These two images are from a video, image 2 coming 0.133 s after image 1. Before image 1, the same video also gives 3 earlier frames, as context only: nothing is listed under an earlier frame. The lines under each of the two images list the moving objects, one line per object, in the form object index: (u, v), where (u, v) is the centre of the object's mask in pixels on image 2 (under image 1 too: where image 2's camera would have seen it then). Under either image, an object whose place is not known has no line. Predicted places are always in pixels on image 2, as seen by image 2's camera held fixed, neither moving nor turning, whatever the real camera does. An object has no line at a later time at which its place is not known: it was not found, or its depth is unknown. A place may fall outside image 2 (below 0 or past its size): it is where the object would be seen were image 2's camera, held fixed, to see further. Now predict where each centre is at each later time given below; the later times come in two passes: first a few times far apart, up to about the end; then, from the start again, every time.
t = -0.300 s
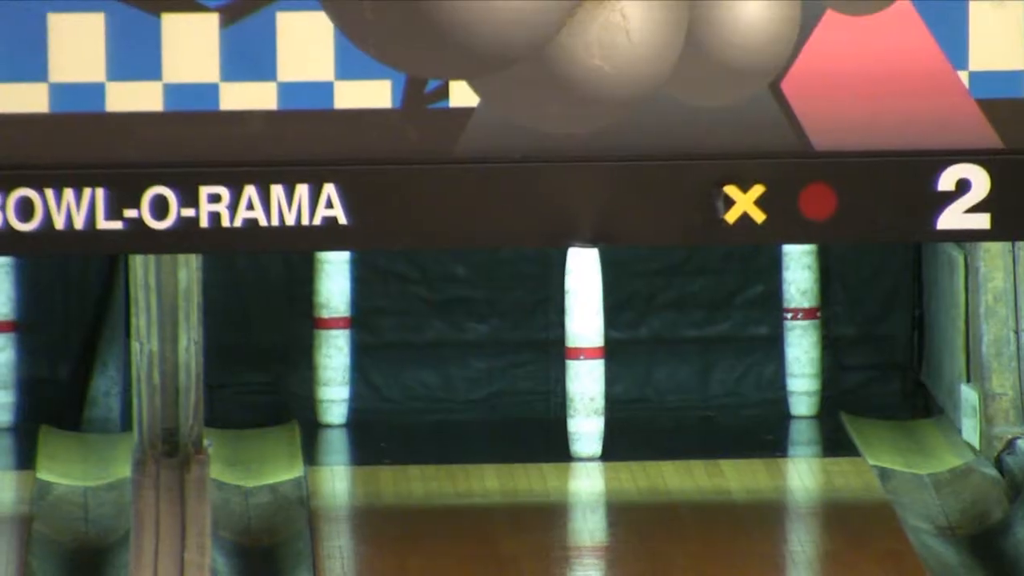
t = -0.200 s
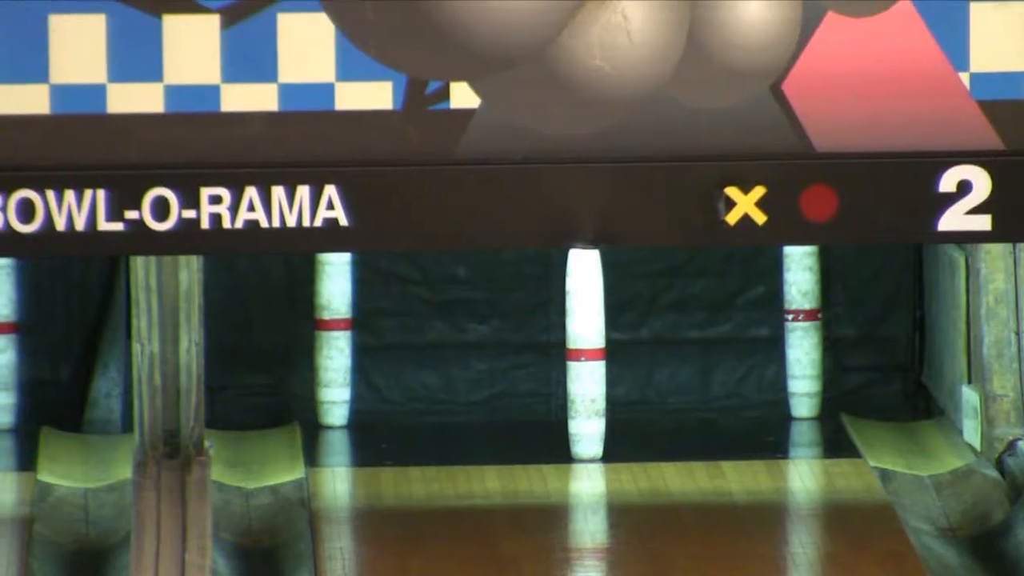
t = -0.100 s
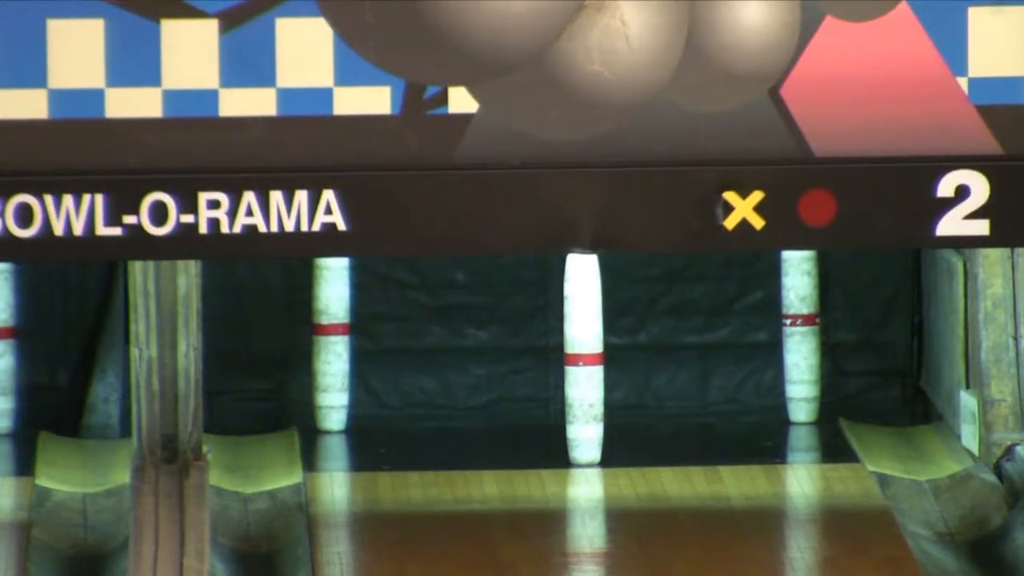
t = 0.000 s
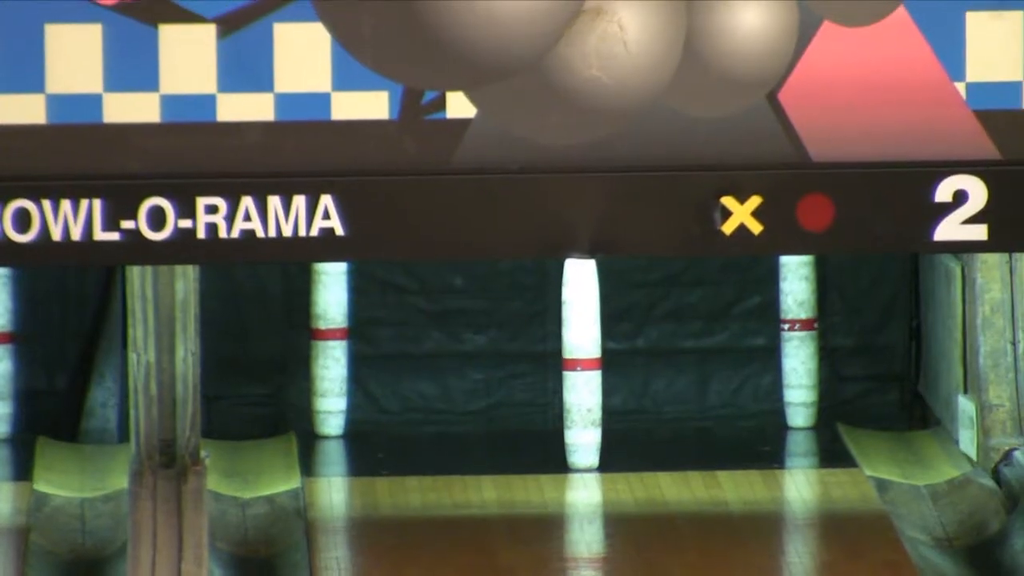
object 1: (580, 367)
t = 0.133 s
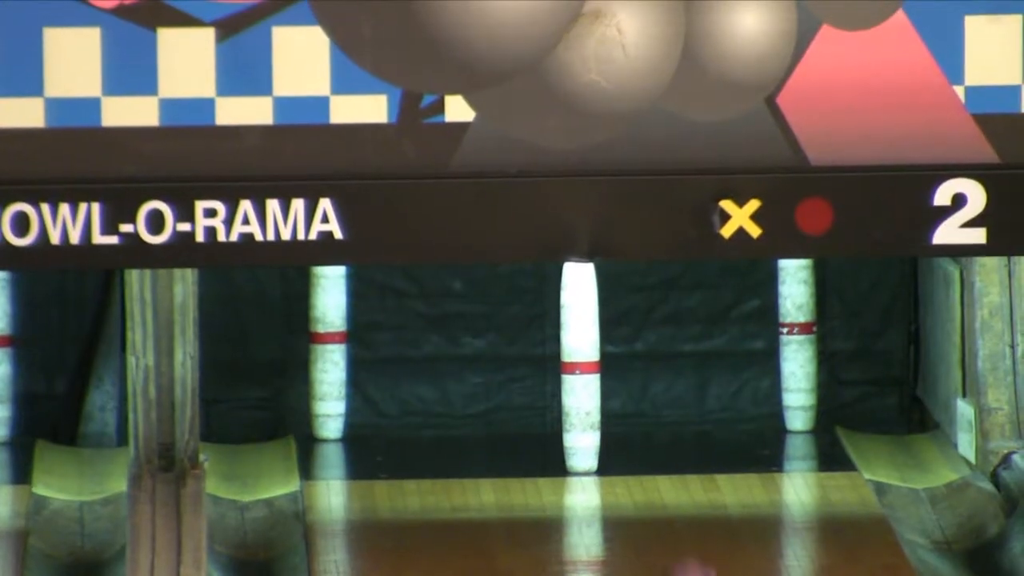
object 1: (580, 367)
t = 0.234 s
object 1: (580, 367)
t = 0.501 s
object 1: (516, 358)
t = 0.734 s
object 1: (292, 324)
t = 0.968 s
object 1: (383, 420)
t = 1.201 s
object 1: (530, 427)
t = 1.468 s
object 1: (667, 424)
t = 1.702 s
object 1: (754, 424)
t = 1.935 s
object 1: (819, 426)
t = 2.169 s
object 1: (889, 436)
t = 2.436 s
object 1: (896, 435)
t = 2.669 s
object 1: (883, 436)
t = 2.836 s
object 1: (883, 436)
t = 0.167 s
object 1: (580, 367)
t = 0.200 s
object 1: (581, 367)
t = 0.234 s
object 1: (580, 367)
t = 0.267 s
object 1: (581, 367)
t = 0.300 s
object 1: (581, 367)
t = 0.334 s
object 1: (580, 367)
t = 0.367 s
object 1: (580, 367)
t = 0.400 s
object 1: (581, 367)
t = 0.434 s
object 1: (576, 377)
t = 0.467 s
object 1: (544, 375)
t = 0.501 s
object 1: (516, 358)
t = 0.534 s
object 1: (489, 375)
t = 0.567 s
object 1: (445, 376)
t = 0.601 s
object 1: (401, 357)
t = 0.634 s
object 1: (358, 332)
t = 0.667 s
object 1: (325, 306)
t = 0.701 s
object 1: (316, 303)
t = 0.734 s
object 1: (292, 324)
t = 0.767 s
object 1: (247, 341)
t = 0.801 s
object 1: (225, 341)
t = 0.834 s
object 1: (250, 344)
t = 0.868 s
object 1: (278, 355)
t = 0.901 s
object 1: (314, 368)
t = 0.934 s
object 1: (356, 386)
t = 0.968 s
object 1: (383, 420)
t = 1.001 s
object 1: (398, 428)
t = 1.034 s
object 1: (423, 425)
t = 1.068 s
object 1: (446, 427)
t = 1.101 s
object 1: (465, 428)
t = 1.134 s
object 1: (488, 426)
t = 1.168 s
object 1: (509, 425)
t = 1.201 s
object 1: (530, 427)
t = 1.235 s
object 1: (548, 425)
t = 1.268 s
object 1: (567, 425)
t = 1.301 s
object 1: (587, 425)
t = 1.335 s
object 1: (605, 424)
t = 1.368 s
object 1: (622, 425)
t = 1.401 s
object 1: (637, 424)
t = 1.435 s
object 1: (651, 424)
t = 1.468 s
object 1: (667, 424)
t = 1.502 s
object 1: (682, 424)
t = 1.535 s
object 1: (693, 424)
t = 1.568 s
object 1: (703, 424)
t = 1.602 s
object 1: (718, 424)
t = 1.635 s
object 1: (731, 424)
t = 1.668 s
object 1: (742, 424)
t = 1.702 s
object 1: (754, 424)
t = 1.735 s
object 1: (763, 425)
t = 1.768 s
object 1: (773, 425)
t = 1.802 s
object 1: (782, 425)
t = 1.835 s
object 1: (791, 425)
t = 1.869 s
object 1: (800, 425)
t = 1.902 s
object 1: (809, 425)
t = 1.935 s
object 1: (819, 426)
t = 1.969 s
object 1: (828, 425)
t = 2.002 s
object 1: (839, 425)
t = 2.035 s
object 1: (847, 426)
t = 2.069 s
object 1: (856, 427)
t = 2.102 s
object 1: (865, 432)
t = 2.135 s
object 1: (877, 434)
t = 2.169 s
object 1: (889, 436)
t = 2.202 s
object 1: (902, 437)
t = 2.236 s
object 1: (914, 436)
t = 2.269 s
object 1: (924, 436)
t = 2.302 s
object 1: (918, 435)
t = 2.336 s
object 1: (911, 435)
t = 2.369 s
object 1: (905, 435)
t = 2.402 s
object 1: (900, 435)
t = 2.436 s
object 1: (896, 435)
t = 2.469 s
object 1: (891, 435)
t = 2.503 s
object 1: (888, 435)
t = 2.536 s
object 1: (886, 435)
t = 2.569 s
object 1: (884, 435)
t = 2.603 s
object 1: (883, 435)
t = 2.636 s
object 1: (882, 436)
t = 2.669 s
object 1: (883, 436)
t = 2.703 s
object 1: (882, 436)
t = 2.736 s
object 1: (882, 436)
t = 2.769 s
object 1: (882, 436)
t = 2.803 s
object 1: (882, 436)
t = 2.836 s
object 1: (883, 436)
